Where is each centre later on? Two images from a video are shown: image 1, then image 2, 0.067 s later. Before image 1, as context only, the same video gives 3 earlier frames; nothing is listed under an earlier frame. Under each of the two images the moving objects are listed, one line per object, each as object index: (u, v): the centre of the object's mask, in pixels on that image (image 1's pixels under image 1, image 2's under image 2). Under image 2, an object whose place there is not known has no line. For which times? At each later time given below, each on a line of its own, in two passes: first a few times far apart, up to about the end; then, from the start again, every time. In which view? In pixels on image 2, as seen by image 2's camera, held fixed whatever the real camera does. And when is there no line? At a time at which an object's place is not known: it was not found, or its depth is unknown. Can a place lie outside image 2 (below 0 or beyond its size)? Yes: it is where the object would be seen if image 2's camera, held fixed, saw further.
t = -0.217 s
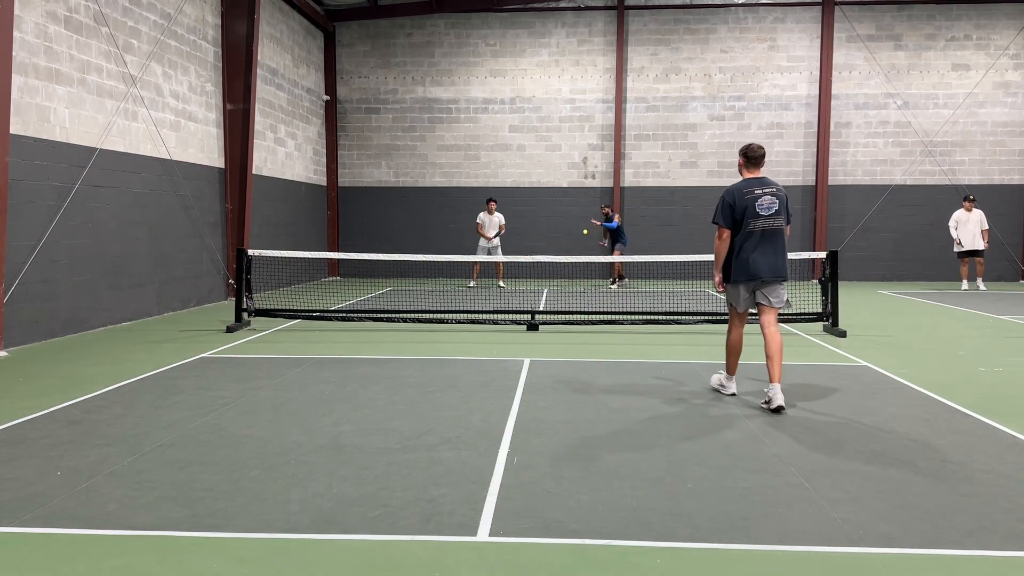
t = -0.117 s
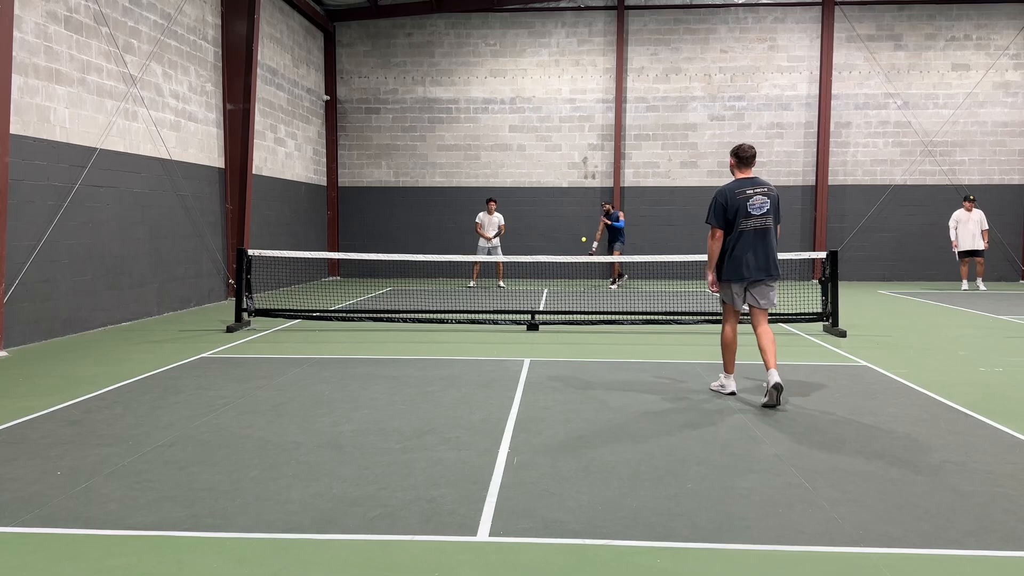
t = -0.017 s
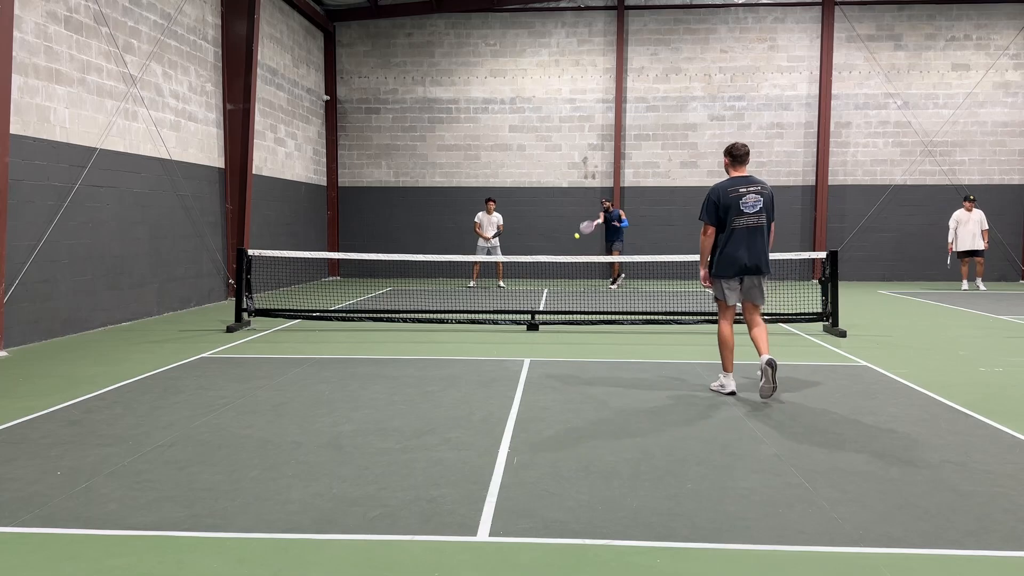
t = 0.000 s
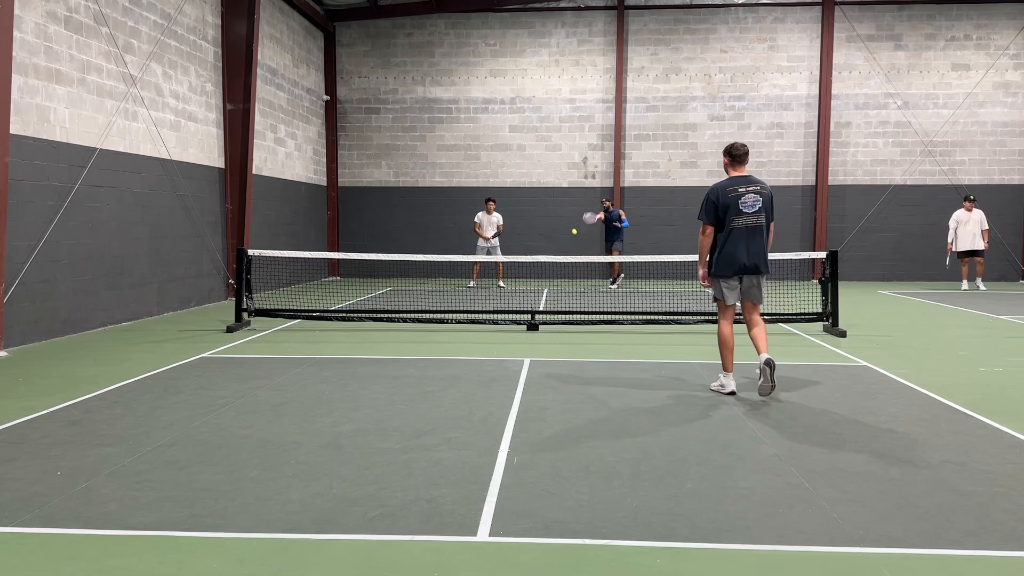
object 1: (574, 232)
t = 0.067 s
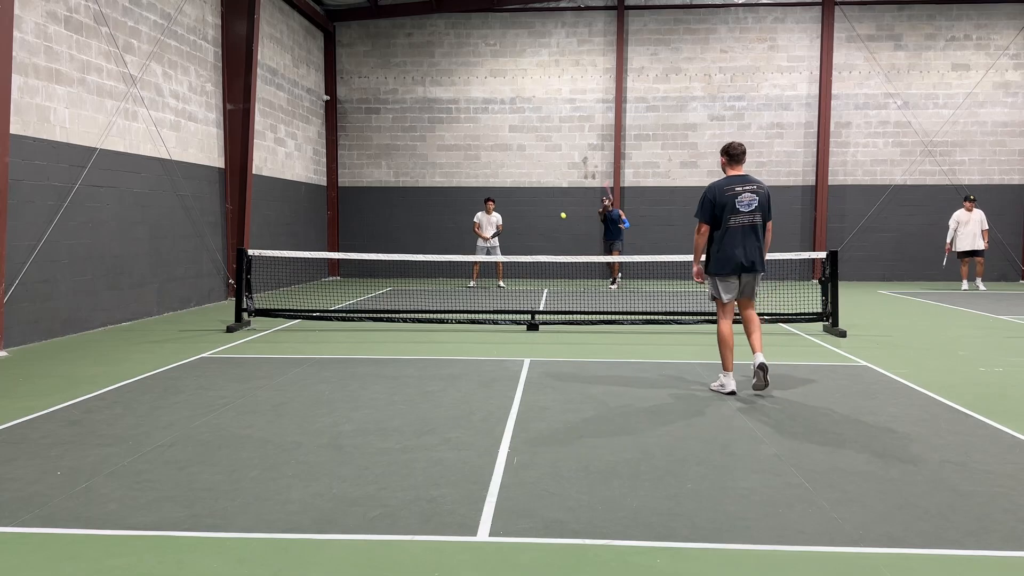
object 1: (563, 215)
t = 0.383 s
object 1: (487, 178)
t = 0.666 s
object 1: (364, 245)
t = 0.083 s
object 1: (560, 212)
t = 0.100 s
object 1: (557, 208)
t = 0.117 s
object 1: (554, 205)
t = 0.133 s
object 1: (550, 201)
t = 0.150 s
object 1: (547, 198)
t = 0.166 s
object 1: (543, 196)
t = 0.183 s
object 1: (540, 193)
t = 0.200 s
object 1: (536, 191)
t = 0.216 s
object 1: (532, 188)
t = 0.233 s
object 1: (528, 186)
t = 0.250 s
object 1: (524, 184)
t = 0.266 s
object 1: (520, 183)
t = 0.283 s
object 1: (516, 181)
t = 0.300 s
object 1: (511, 180)
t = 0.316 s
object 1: (507, 179)
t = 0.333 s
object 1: (502, 179)
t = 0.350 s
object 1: (497, 178)
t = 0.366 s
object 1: (492, 178)
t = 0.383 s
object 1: (487, 178)
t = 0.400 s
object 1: (482, 179)
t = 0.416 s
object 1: (476, 179)
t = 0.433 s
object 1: (470, 180)
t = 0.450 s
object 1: (464, 182)
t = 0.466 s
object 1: (458, 184)
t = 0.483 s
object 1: (451, 187)
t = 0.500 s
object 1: (445, 189)
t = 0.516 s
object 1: (438, 192)
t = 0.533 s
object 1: (431, 196)
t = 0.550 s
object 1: (424, 200)
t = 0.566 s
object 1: (416, 205)
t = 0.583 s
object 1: (408, 210)
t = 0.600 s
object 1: (400, 216)
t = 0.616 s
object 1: (391, 222)
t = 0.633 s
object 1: (383, 229)
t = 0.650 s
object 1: (374, 236)
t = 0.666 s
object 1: (364, 245)
